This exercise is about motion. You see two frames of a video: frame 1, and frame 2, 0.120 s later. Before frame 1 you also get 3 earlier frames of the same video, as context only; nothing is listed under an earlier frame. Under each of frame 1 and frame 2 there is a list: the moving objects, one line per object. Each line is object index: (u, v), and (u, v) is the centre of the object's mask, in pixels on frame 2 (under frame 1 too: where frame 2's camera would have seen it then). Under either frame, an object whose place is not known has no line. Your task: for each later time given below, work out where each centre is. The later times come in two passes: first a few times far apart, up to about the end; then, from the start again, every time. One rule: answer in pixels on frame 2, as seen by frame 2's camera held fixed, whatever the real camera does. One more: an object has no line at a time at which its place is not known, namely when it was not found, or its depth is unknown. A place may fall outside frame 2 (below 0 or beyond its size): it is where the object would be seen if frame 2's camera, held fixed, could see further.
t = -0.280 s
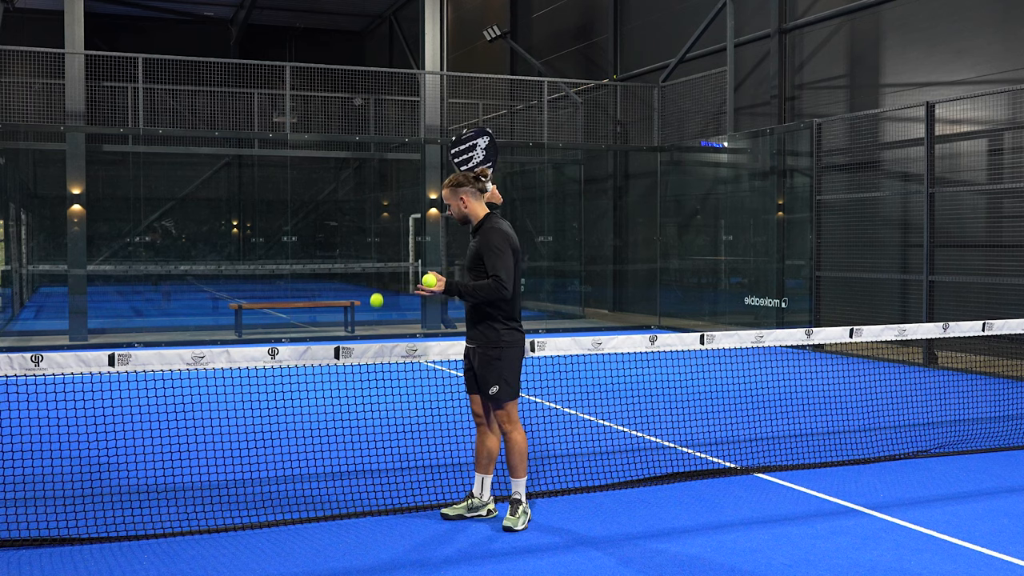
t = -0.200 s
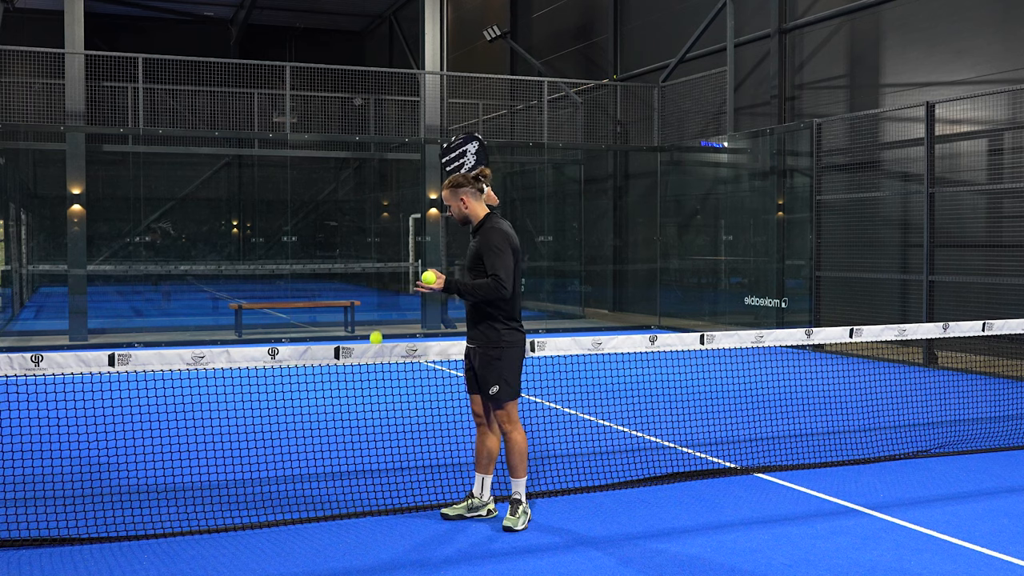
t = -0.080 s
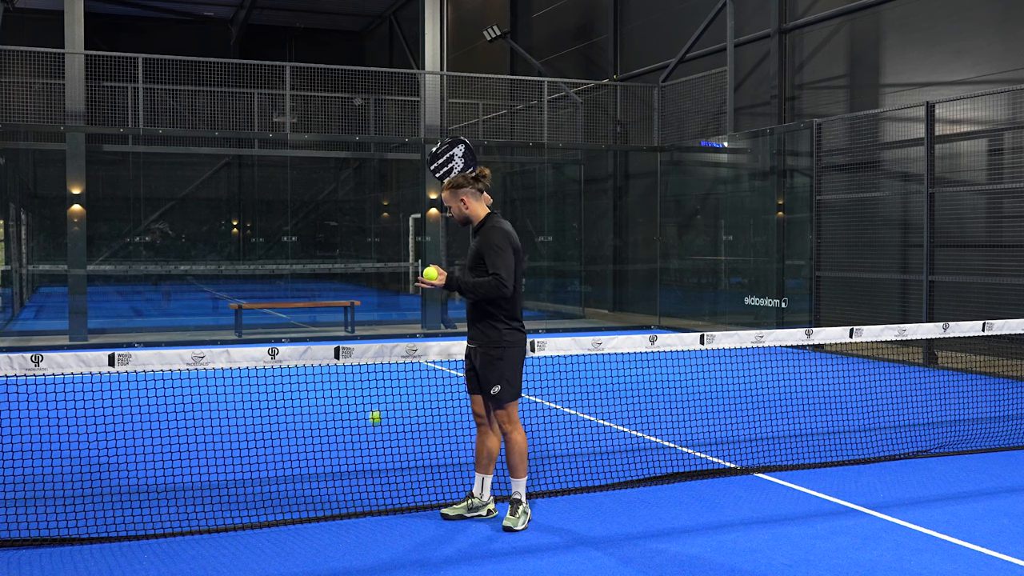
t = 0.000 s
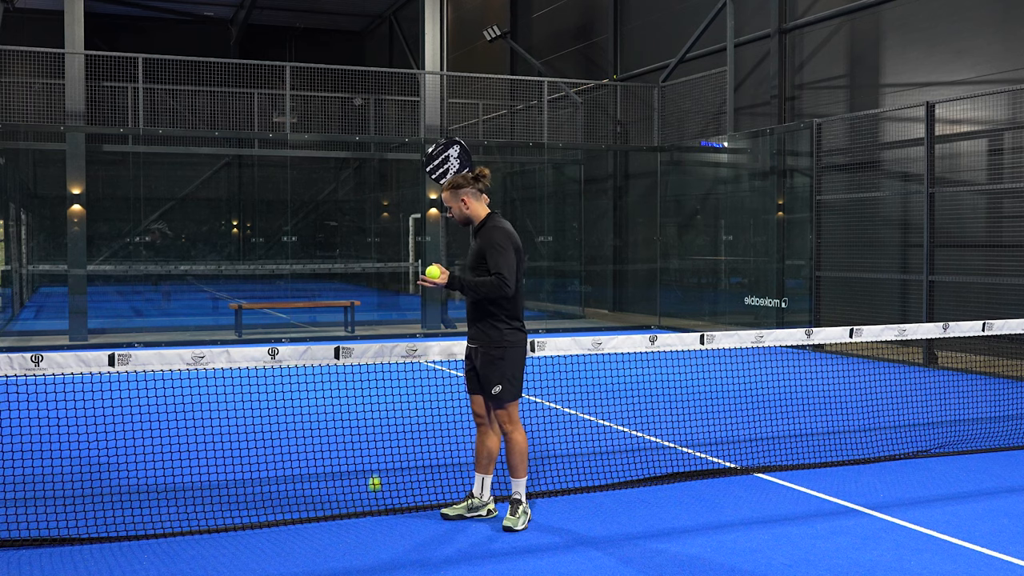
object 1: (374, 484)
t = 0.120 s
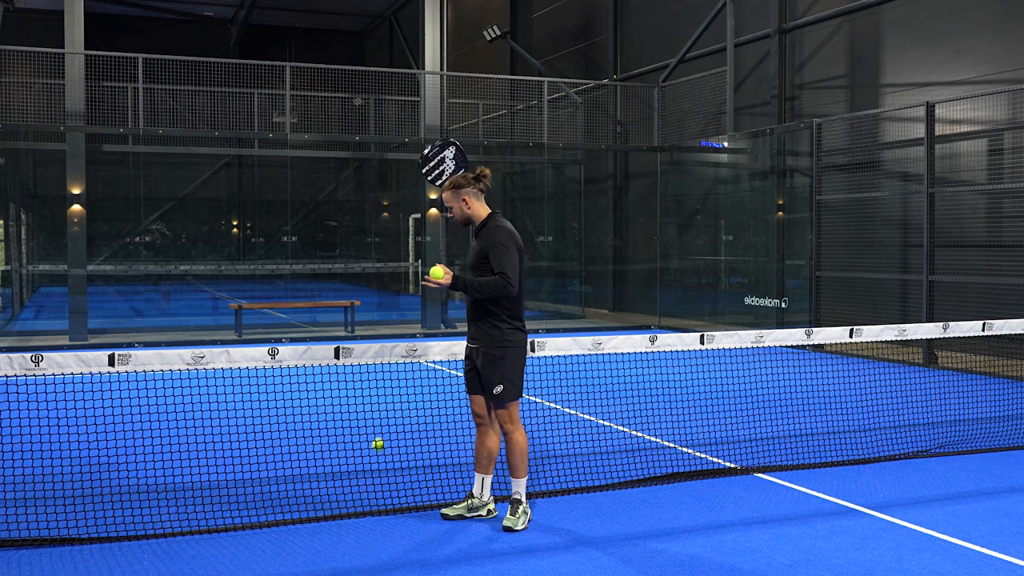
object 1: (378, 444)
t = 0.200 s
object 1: (380, 412)
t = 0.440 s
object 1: (387, 382)
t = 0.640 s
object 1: (388, 430)
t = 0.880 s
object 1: (386, 464)
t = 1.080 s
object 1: (383, 442)
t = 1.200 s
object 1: (381, 463)
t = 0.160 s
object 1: (379, 426)
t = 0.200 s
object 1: (380, 412)
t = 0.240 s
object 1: (382, 399)
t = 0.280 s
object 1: (383, 390)
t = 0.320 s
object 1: (384, 383)
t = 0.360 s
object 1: (386, 381)
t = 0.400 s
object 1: (386, 380)
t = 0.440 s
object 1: (387, 382)
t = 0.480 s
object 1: (387, 386)
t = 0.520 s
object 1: (387, 393)
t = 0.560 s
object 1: (387, 402)
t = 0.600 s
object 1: (387, 415)
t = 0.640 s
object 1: (388, 430)
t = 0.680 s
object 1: (387, 448)
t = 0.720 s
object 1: (388, 470)
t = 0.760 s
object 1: (388, 493)
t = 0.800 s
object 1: (388, 492)
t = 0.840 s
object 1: (387, 477)
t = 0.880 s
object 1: (386, 464)
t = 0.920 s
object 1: (385, 454)
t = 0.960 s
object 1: (385, 447)
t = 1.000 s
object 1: (384, 442)
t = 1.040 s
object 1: (383, 441)
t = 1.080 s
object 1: (383, 442)
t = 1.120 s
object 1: (383, 447)
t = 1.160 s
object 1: (382, 453)
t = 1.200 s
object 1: (381, 463)
